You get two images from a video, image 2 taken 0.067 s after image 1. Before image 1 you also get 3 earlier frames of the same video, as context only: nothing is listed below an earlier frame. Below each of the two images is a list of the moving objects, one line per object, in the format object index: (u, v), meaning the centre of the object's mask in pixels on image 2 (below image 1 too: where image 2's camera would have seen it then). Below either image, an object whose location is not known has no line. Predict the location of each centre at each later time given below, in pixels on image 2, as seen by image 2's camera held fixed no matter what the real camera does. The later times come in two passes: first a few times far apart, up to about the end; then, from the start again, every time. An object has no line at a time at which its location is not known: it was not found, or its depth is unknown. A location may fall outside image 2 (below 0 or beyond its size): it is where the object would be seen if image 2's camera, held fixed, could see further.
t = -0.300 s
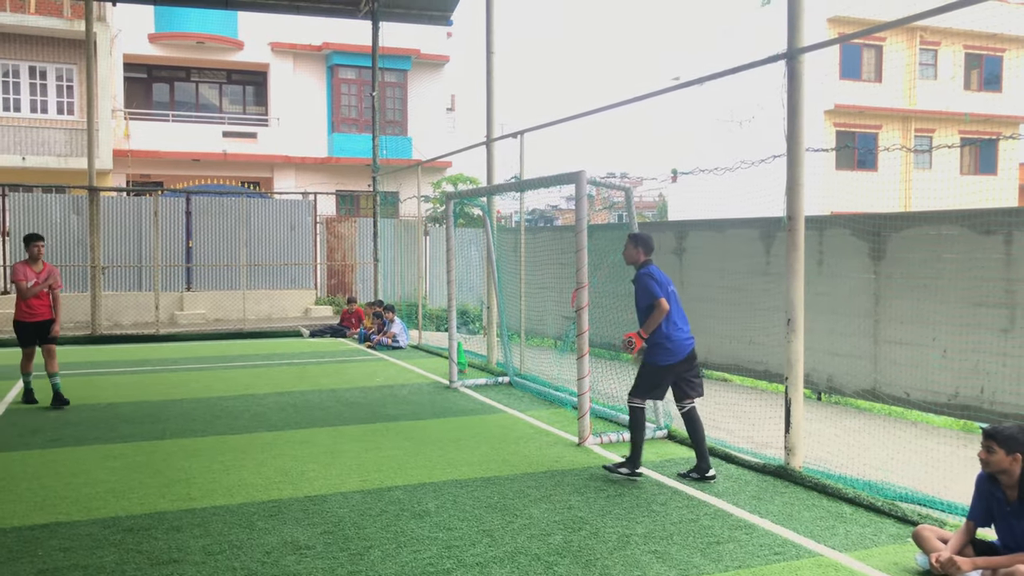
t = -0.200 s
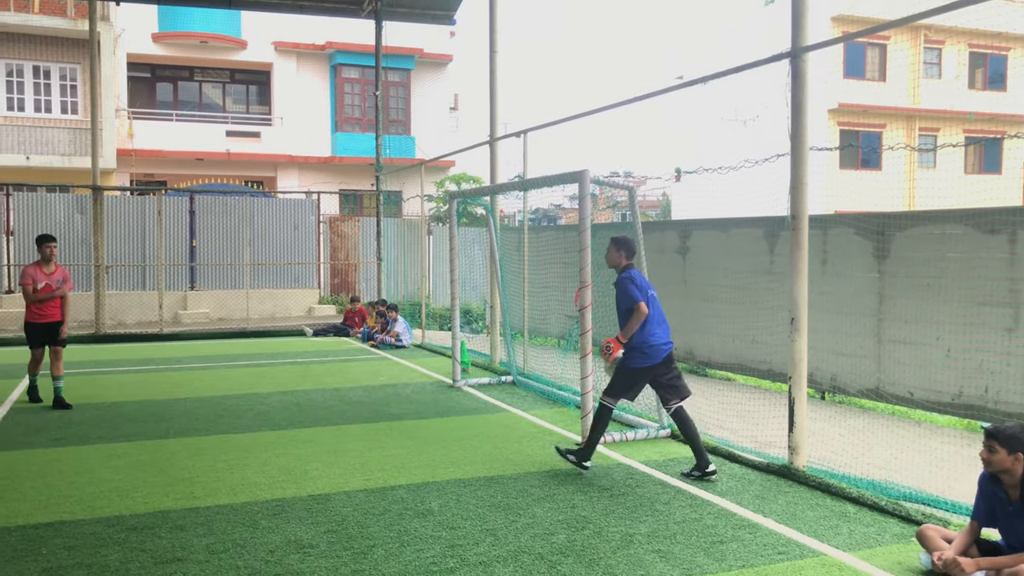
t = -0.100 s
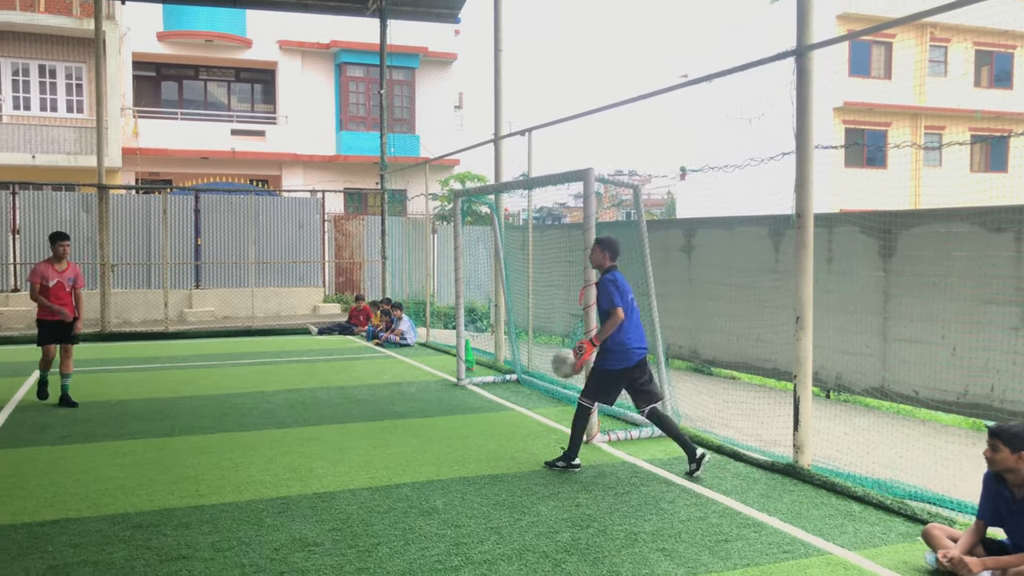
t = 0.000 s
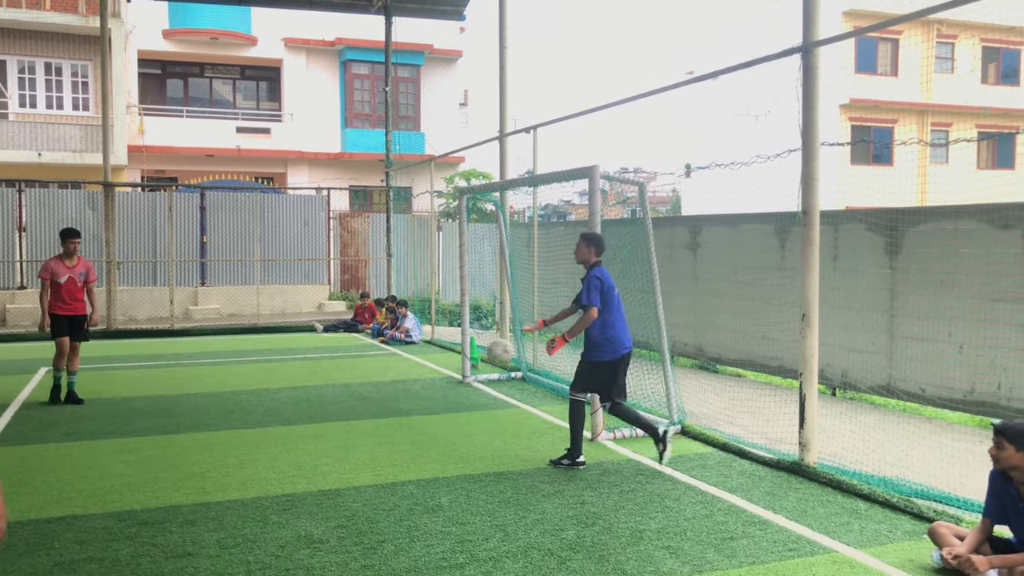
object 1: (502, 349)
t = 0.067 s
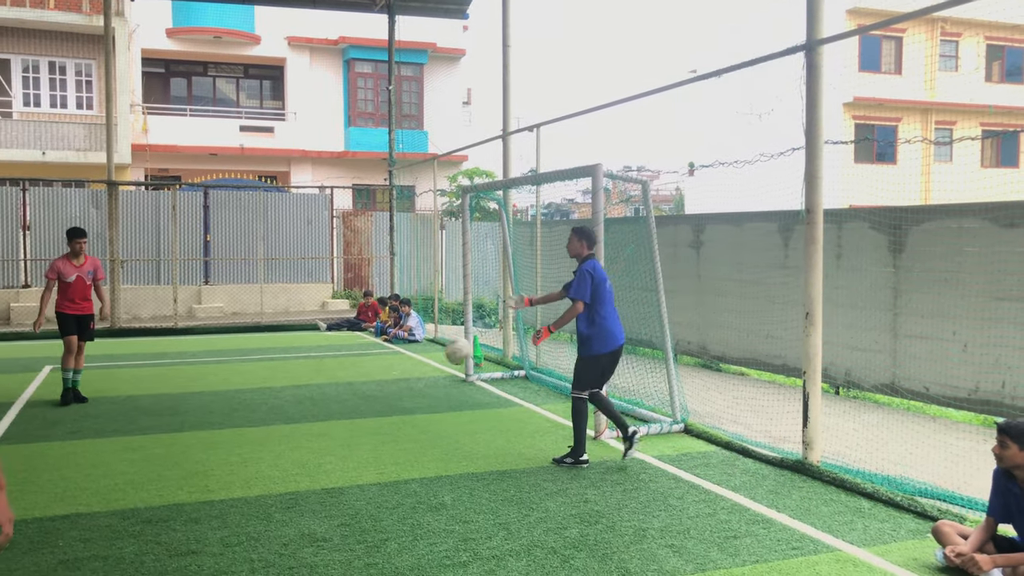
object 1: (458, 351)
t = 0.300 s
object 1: (317, 393)
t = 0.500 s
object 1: (232, 387)
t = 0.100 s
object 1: (437, 353)
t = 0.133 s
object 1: (416, 356)
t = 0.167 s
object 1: (394, 362)
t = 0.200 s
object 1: (374, 368)
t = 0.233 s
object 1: (355, 375)
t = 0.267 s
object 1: (336, 383)
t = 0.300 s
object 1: (317, 393)
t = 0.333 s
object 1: (300, 403)
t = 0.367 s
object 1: (283, 406)
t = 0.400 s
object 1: (270, 400)
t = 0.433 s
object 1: (258, 395)
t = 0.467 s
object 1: (244, 390)
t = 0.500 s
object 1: (232, 387)
